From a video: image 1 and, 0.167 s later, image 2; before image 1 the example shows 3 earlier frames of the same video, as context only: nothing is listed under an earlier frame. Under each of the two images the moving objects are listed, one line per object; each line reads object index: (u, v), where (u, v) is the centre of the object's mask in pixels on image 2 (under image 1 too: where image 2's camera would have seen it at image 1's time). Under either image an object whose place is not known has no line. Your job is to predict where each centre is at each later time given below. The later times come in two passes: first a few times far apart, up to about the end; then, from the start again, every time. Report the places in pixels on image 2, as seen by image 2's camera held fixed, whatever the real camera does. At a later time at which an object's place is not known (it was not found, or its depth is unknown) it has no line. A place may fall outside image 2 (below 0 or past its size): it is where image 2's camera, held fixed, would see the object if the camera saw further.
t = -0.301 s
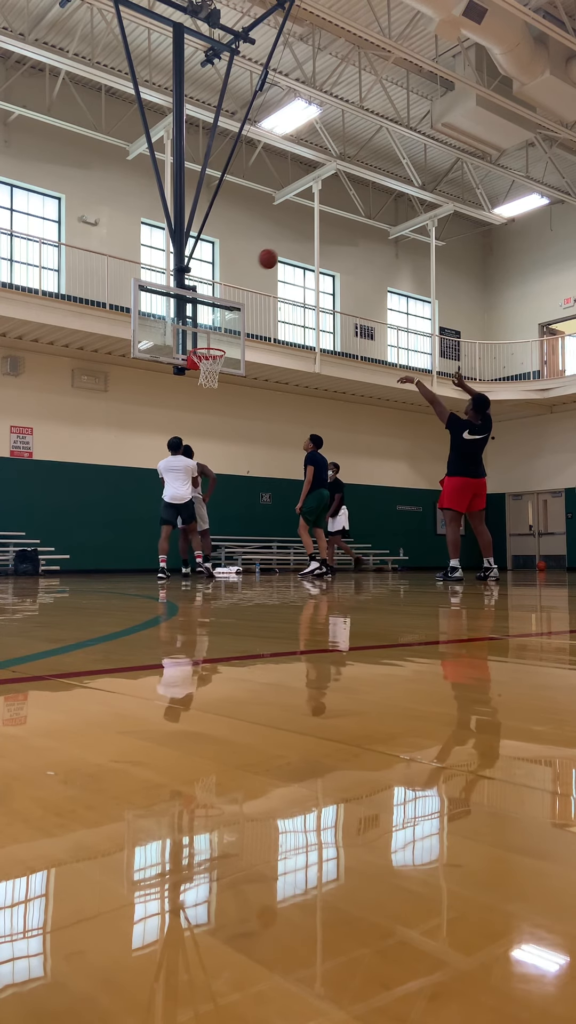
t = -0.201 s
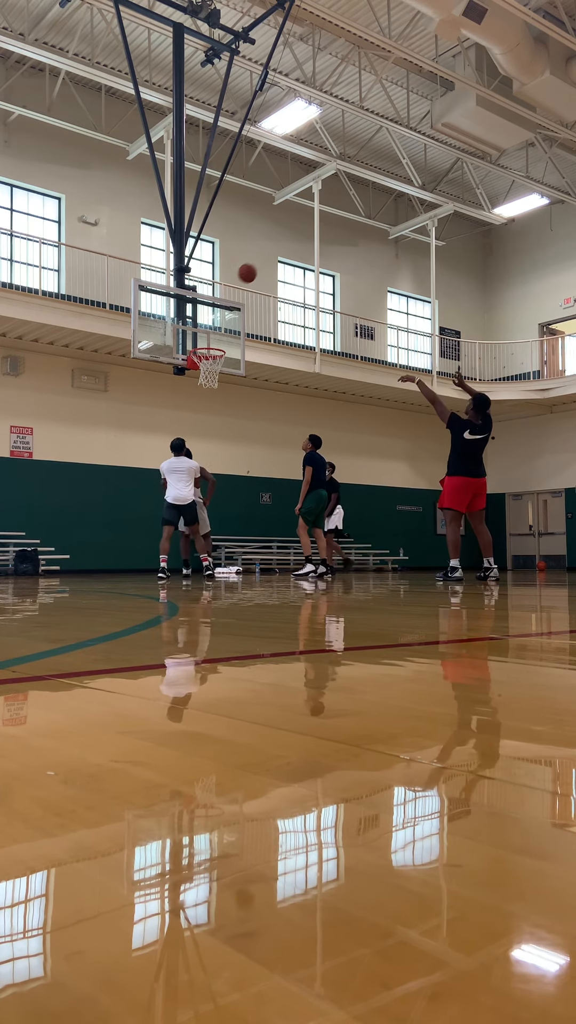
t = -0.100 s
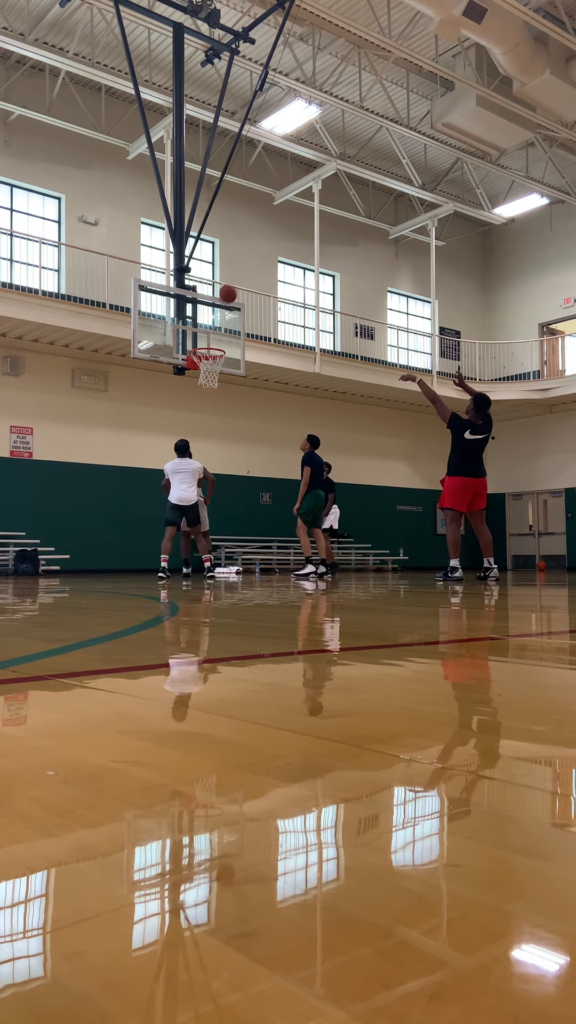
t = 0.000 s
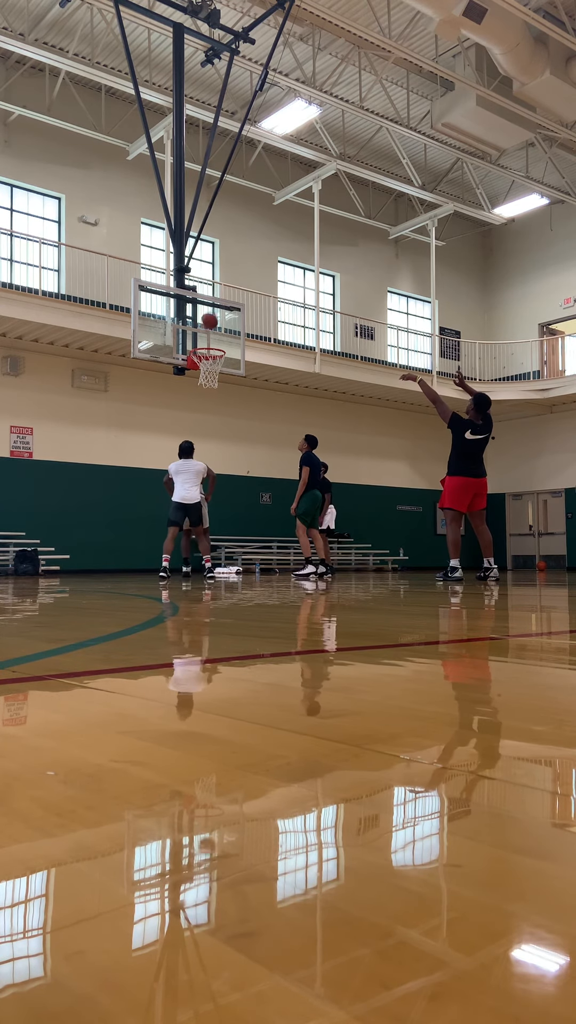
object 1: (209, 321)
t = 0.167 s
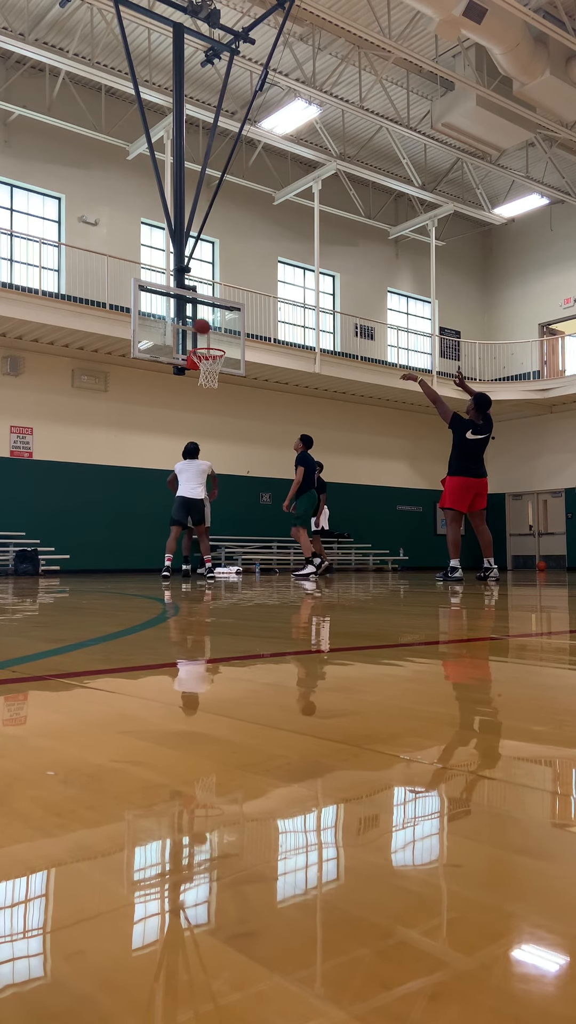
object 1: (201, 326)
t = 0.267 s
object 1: (212, 305)
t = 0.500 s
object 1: (232, 282)
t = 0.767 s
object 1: (255, 303)
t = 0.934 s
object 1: (269, 338)
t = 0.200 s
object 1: (205, 318)
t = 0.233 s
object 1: (208, 310)
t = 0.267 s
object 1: (212, 305)
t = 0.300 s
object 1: (214, 299)
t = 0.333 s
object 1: (217, 294)
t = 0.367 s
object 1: (220, 290)
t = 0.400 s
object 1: (223, 287)
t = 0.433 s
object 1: (226, 285)
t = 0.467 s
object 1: (229, 283)
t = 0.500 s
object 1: (232, 282)
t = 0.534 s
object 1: (235, 282)
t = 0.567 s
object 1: (238, 283)
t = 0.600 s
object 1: (240, 284)
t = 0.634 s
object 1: (243, 286)
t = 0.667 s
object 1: (246, 289)
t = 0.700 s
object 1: (249, 293)
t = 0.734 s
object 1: (252, 297)
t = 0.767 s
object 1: (255, 303)
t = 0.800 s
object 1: (258, 308)
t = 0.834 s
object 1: (260, 315)
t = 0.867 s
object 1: (263, 322)
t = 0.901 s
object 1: (266, 330)
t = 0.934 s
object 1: (269, 338)
